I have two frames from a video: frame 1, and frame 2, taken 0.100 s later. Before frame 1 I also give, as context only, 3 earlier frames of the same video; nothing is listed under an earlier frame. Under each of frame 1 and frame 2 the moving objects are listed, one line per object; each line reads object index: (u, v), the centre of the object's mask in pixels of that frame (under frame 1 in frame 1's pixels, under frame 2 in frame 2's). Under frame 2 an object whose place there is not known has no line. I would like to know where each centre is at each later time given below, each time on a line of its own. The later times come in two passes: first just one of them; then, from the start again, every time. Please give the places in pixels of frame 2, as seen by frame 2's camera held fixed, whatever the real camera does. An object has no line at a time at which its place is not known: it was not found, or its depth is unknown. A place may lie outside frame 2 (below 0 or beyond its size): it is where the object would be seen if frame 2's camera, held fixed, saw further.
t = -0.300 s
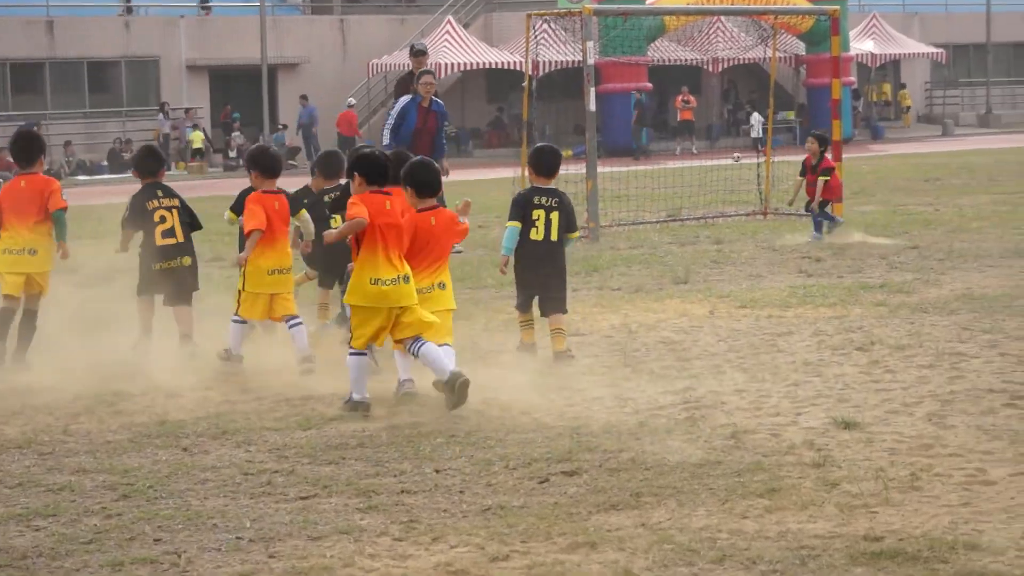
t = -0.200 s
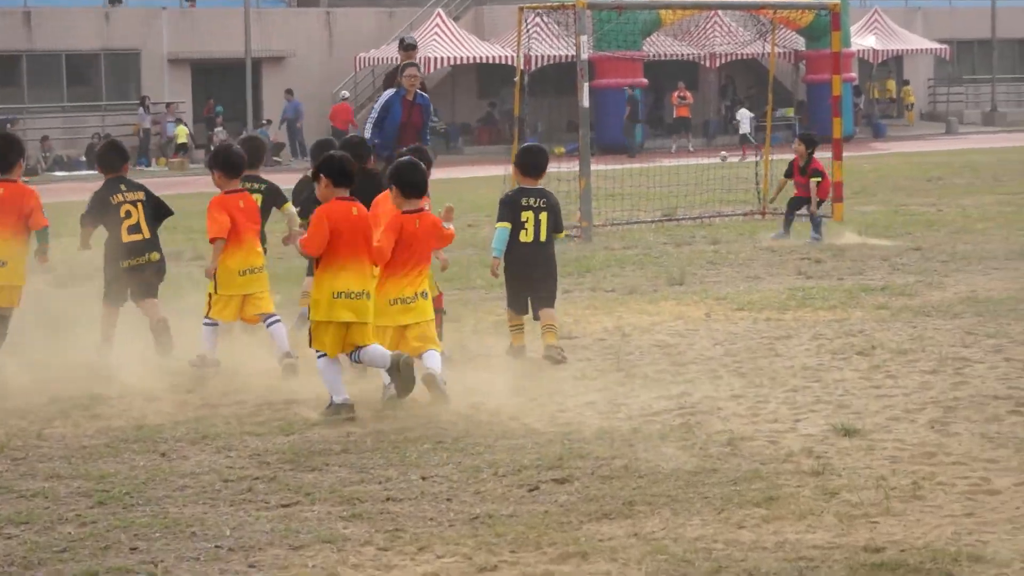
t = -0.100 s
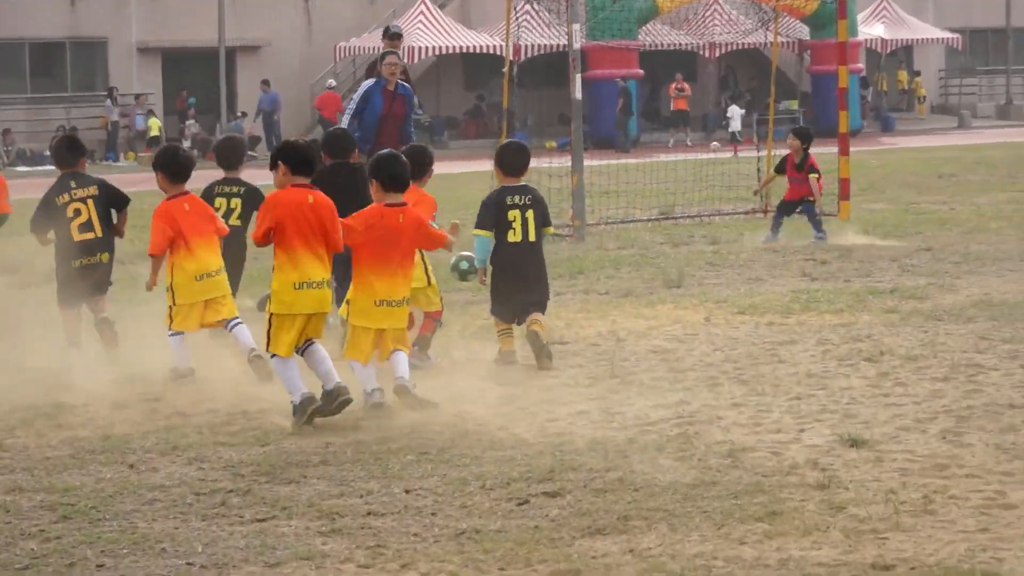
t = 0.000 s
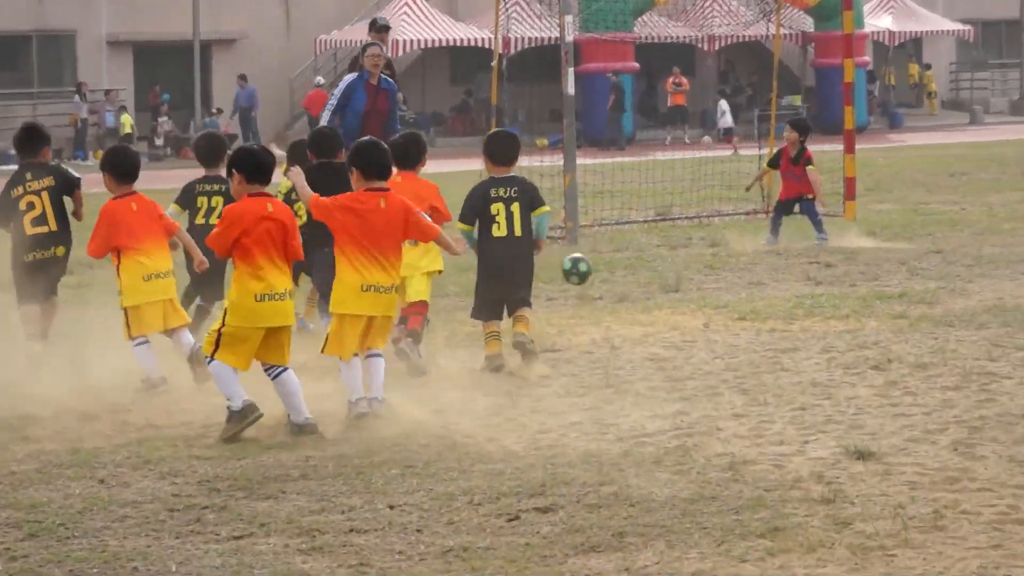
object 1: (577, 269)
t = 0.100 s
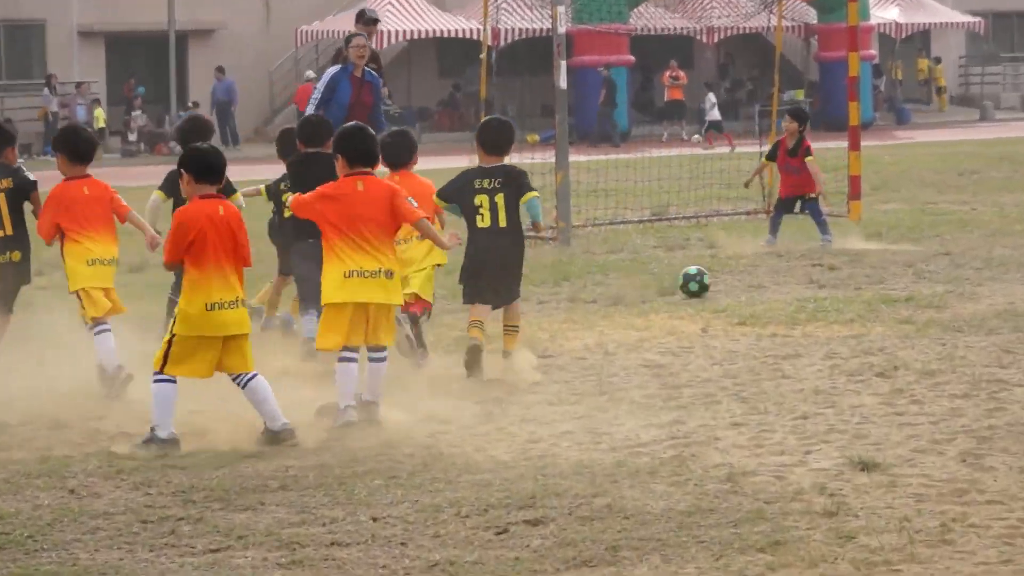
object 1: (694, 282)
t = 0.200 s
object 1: (790, 274)
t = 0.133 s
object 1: (727, 278)
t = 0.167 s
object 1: (758, 274)
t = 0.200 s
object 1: (790, 274)
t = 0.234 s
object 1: (822, 276)
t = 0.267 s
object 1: (855, 278)
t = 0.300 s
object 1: (887, 280)
